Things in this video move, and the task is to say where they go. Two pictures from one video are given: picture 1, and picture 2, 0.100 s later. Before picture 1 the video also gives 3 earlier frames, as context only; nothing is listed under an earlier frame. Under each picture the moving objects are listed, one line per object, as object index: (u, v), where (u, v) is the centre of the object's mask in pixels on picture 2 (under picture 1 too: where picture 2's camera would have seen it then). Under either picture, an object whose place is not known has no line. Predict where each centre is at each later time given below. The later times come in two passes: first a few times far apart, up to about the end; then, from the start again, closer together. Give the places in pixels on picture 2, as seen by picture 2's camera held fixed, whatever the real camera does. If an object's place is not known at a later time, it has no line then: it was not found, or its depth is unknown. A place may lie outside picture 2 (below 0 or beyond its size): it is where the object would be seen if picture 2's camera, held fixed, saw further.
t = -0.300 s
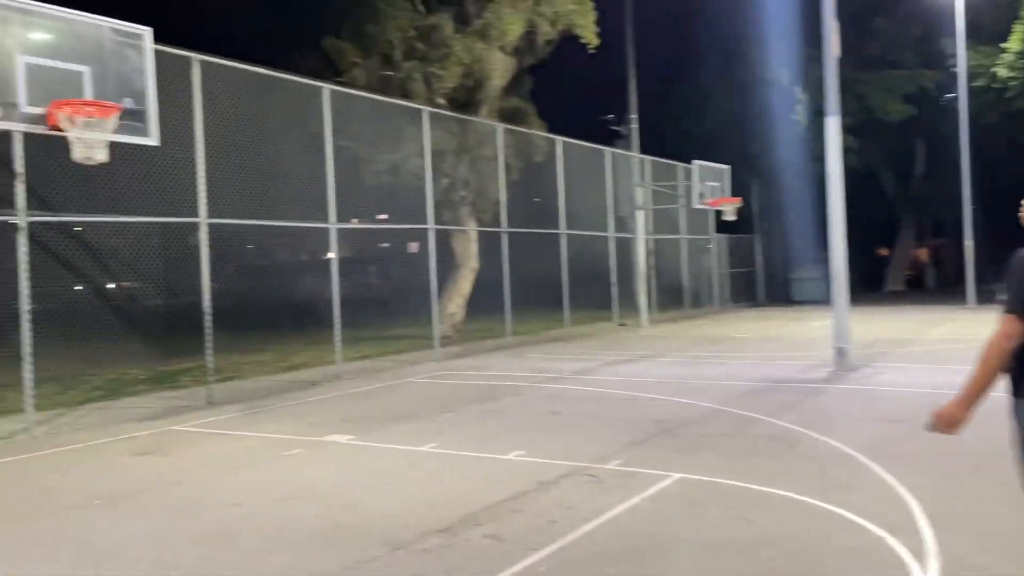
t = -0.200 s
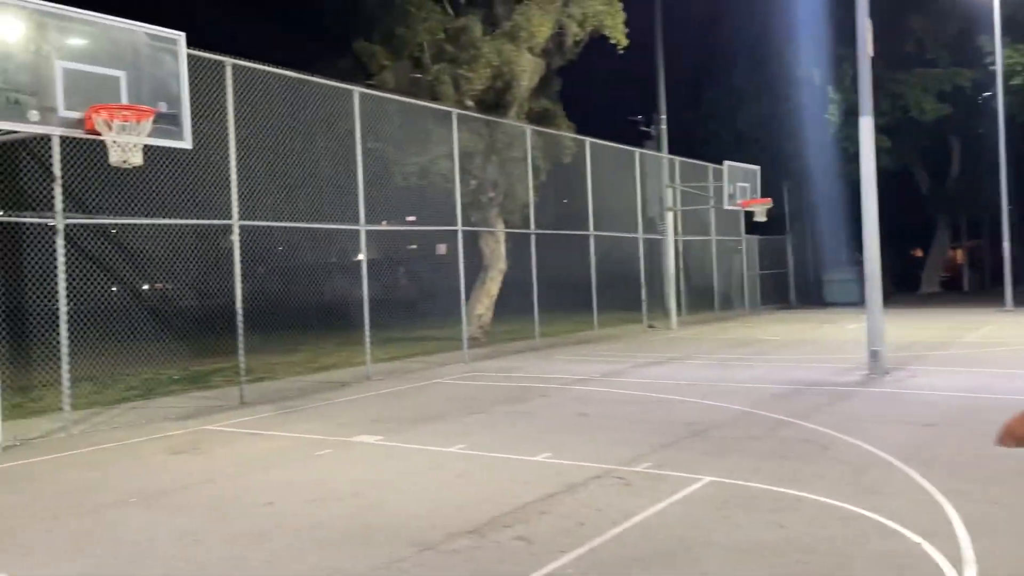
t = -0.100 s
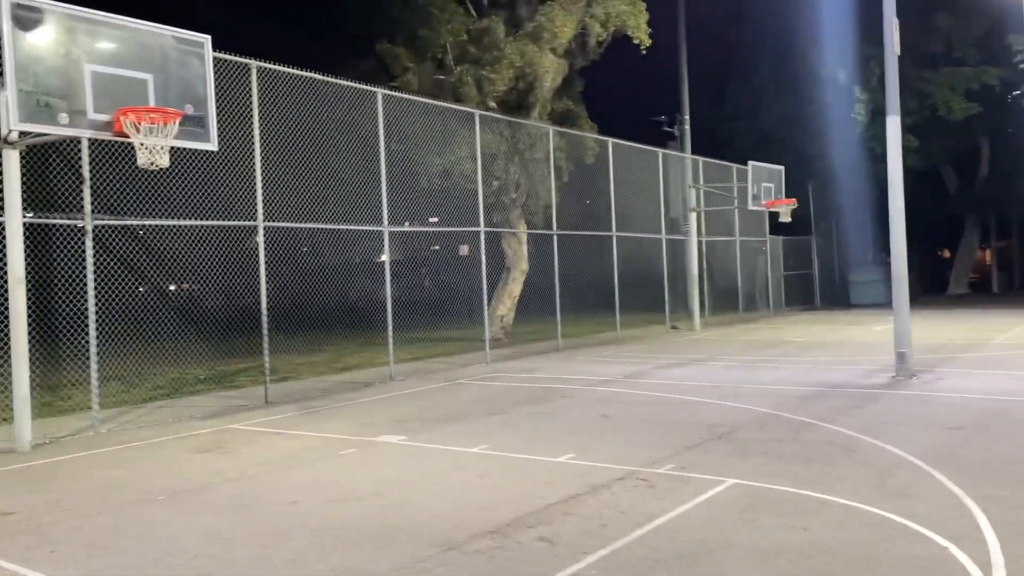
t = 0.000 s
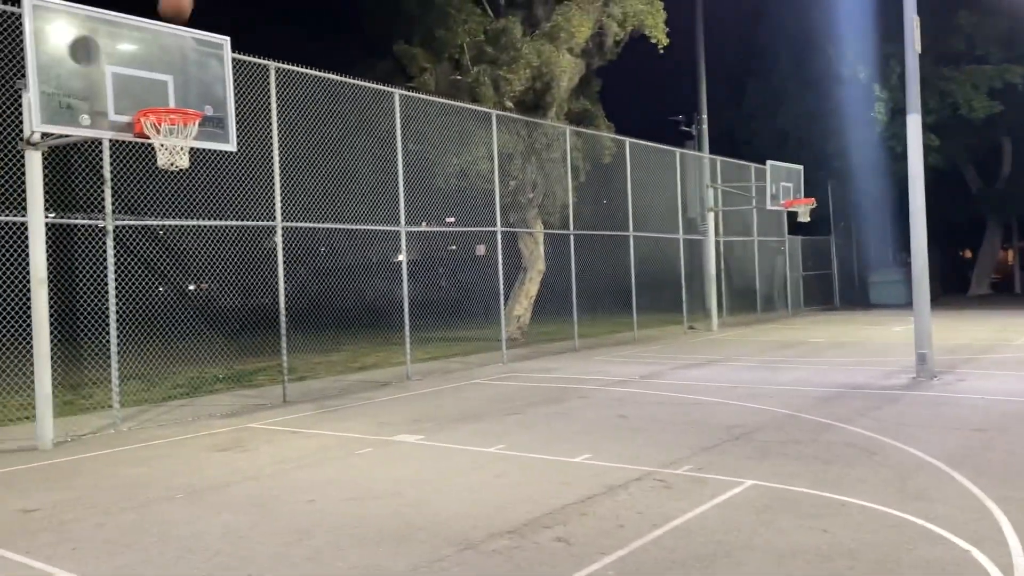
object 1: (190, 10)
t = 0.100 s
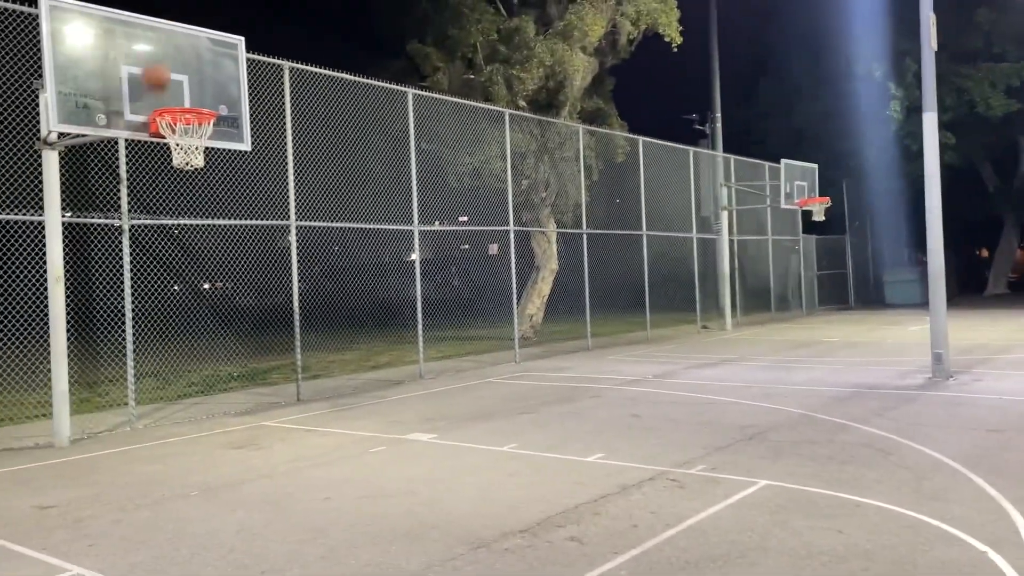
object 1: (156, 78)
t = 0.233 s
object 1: (160, 57)
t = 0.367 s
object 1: (173, 12)
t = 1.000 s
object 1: (267, 67)
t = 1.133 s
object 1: (298, 169)
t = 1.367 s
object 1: (357, 459)
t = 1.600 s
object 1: (418, 372)
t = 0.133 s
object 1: (151, 97)
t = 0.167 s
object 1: (155, 91)
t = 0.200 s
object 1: (157, 73)
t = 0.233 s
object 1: (160, 57)
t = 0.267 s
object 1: (163, 42)
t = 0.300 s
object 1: (166, 28)
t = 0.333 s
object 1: (169, 17)
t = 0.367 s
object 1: (173, 12)
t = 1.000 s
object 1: (267, 67)
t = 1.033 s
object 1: (274, 88)
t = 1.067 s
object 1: (282, 114)
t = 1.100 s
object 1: (290, 140)
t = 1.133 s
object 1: (298, 169)
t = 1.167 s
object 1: (306, 201)
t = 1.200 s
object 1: (315, 236)
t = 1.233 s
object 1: (324, 275)
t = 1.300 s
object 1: (344, 355)
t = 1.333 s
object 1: (351, 405)
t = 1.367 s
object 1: (357, 459)
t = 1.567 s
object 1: (409, 407)
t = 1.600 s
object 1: (418, 372)
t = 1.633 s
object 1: (430, 341)
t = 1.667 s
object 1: (442, 314)
